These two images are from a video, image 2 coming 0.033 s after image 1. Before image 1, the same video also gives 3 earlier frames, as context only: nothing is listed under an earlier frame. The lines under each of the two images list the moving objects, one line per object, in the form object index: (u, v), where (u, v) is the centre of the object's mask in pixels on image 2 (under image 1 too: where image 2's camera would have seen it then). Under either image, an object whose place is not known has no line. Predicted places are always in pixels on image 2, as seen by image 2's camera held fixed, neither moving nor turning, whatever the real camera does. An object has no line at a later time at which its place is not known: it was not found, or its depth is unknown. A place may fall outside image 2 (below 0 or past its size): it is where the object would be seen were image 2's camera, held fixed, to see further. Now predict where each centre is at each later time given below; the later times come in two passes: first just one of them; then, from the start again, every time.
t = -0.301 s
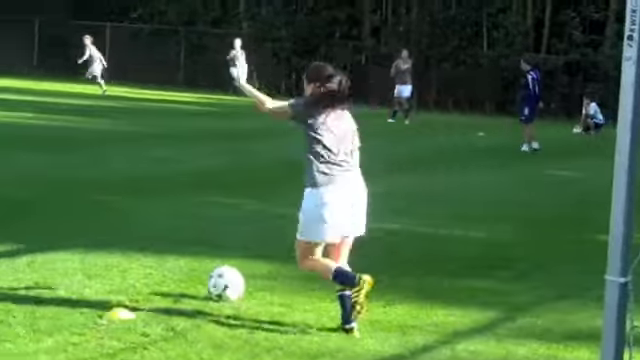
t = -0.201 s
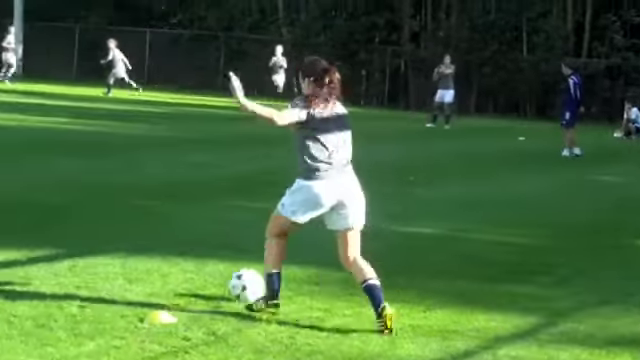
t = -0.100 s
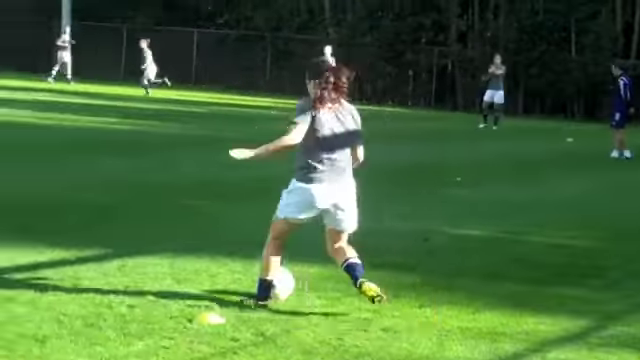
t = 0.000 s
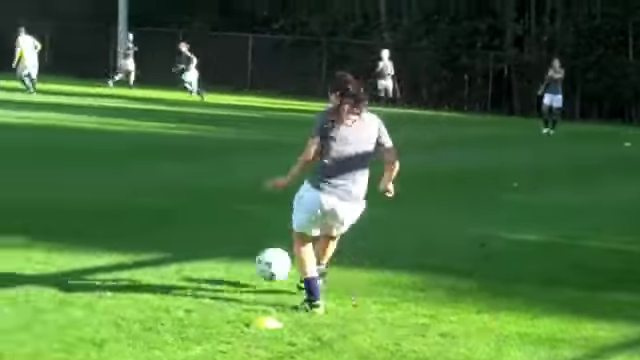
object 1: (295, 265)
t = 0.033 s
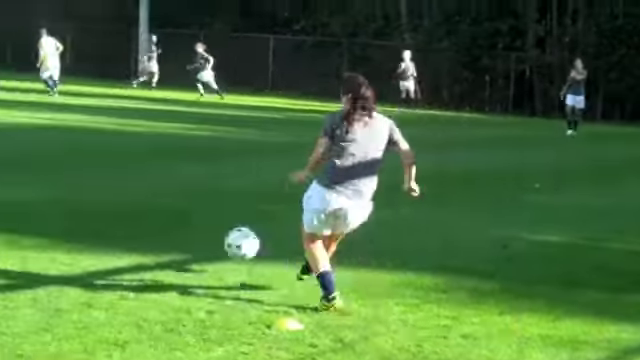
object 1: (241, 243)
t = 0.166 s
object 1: (65, 180)
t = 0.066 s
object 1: (193, 224)
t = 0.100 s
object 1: (147, 207)
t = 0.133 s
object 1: (105, 193)
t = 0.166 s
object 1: (65, 180)
